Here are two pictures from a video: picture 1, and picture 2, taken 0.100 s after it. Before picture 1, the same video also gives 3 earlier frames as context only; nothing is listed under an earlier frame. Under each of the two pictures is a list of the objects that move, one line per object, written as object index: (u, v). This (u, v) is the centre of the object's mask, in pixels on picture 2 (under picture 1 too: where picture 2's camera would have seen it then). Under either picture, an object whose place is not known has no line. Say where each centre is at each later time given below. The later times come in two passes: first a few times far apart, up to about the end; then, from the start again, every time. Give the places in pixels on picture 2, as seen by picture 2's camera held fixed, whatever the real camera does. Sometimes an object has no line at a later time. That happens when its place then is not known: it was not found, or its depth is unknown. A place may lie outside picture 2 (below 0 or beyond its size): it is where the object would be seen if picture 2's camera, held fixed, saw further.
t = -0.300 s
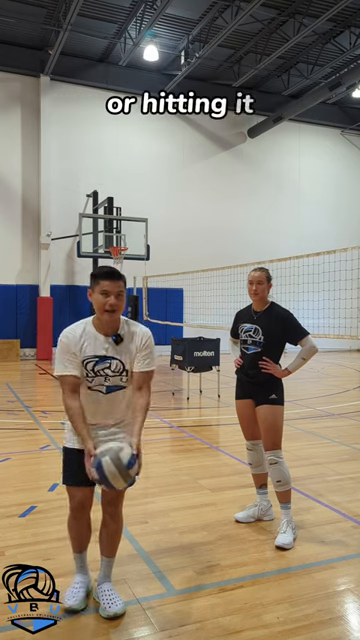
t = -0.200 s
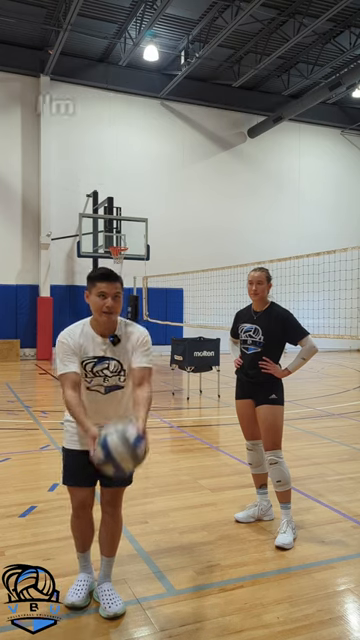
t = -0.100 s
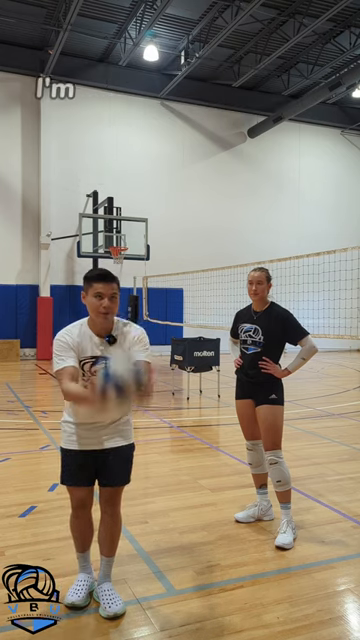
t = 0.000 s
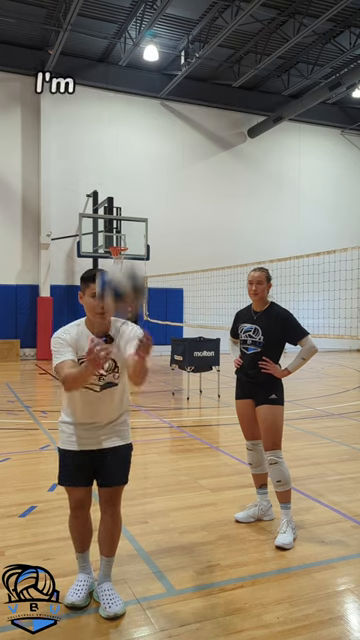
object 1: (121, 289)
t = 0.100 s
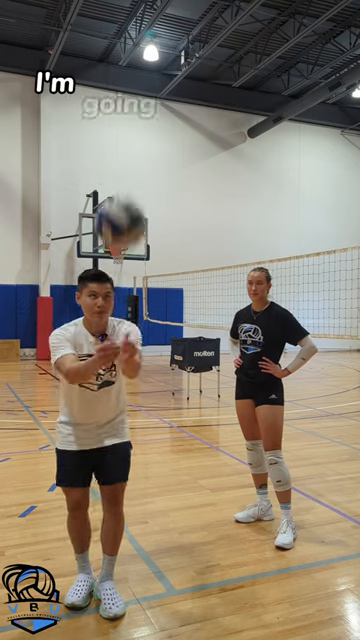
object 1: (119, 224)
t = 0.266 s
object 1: (118, 170)
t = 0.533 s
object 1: (115, 222)
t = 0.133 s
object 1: (119, 207)
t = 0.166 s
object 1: (119, 193)
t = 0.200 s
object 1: (119, 183)
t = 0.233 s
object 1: (118, 175)
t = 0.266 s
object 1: (118, 170)
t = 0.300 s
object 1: (118, 167)
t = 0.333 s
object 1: (117, 168)
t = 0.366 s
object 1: (117, 170)
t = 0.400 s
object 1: (116, 175)
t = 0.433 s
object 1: (116, 183)
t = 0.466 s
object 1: (116, 193)
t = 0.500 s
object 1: (115, 206)
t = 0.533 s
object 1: (115, 222)
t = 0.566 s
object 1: (114, 238)
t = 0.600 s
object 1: (113, 257)
